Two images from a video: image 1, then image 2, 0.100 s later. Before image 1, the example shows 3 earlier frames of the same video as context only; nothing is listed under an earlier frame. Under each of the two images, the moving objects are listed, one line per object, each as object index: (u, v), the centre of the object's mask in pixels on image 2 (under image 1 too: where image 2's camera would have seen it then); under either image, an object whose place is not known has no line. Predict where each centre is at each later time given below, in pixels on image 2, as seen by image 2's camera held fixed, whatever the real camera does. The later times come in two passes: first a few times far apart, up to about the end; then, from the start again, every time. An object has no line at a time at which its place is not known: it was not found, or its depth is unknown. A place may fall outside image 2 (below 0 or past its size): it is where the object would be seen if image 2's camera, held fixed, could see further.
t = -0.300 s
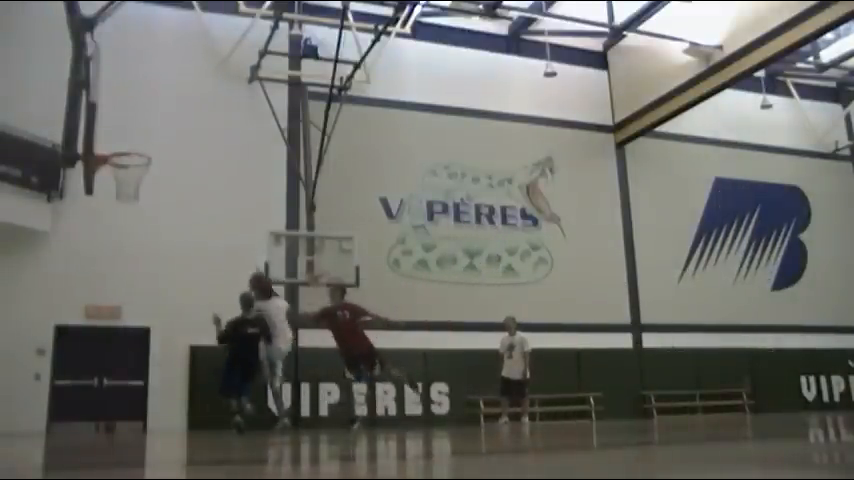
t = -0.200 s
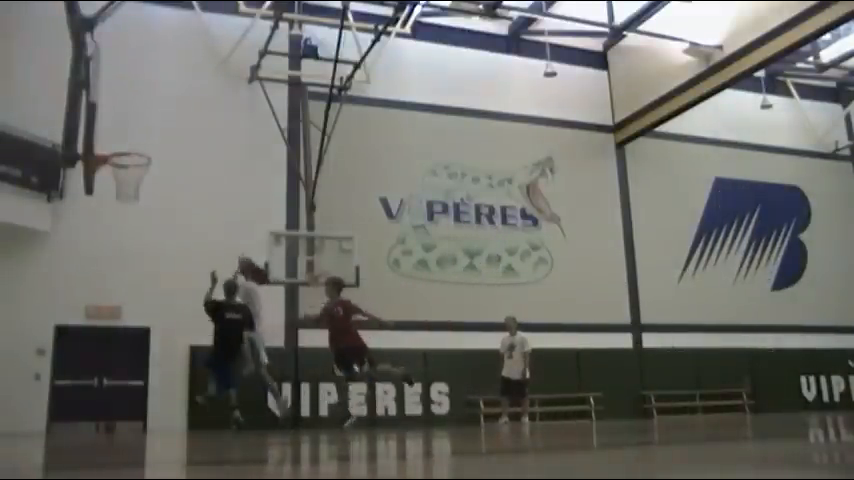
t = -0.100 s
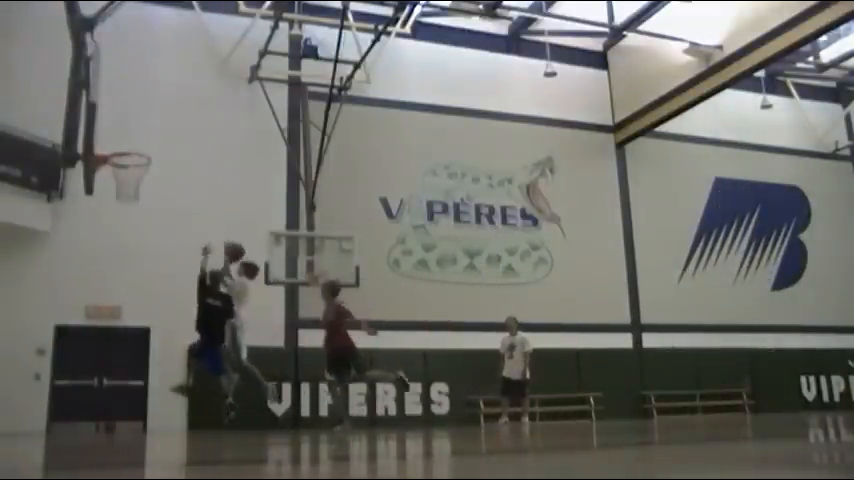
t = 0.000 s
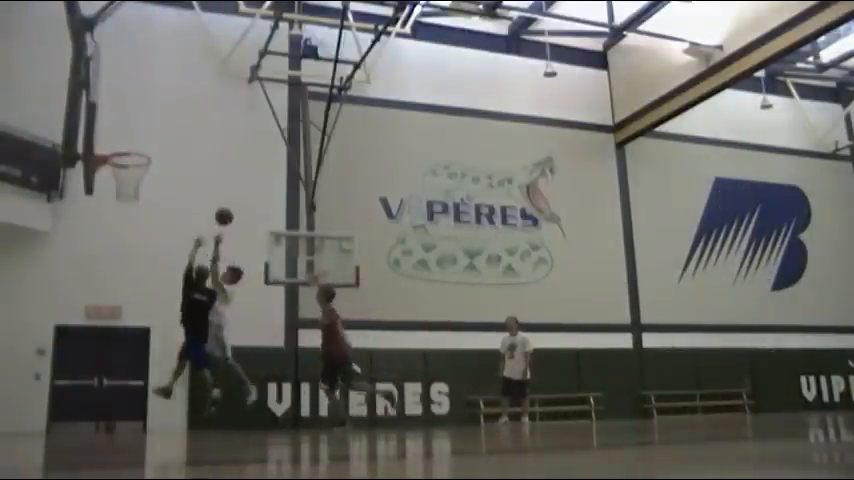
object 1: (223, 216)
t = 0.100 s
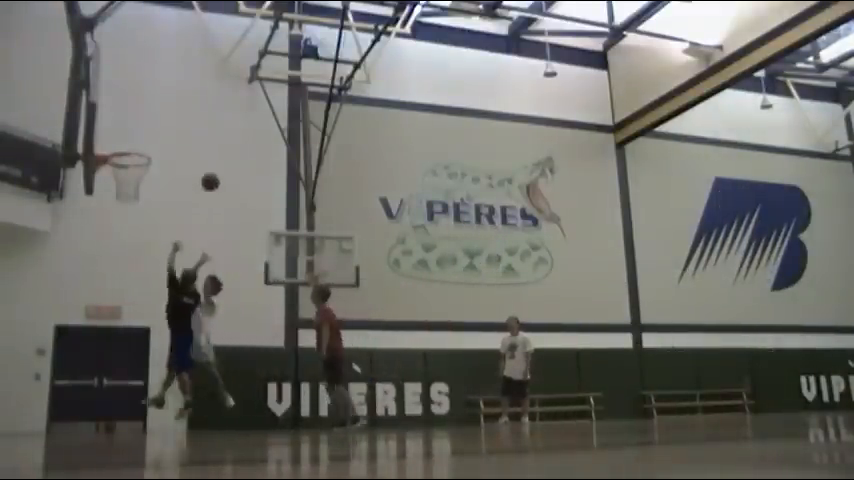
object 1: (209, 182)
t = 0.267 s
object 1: (186, 138)
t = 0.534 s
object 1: (143, 109)
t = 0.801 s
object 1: (113, 132)
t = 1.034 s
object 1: (143, 178)
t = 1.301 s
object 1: (140, 196)
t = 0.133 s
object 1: (205, 171)
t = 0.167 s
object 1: (200, 162)
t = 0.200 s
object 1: (195, 153)
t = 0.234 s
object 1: (190, 145)
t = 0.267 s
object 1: (186, 138)
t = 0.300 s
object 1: (180, 132)
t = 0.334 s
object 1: (175, 126)
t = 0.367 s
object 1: (170, 122)
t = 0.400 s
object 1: (165, 118)
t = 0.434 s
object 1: (160, 114)
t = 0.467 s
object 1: (154, 112)
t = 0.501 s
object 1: (149, 110)
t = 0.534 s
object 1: (143, 109)
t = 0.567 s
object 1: (137, 109)
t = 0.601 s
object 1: (131, 109)
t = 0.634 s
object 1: (125, 111)
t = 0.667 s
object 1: (119, 114)
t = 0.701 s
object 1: (113, 117)
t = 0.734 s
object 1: (106, 121)
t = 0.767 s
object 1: (108, 126)
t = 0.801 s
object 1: (113, 132)
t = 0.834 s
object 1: (118, 139)
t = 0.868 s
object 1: (123, 147)
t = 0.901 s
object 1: (127, 155)
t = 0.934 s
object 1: (132, 164)
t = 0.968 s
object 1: (137, 173)
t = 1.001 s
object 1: (140, 177)
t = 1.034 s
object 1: (143, 178)
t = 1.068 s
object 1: (144, 179)
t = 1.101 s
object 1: (145, 180)
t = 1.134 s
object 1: (145, 182)
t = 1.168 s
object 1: (145, 183)
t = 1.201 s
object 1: (144, 185)
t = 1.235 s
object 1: (143, 188)
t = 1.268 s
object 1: (141, 192)
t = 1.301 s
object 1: (140, 196)
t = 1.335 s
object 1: (138, 201)
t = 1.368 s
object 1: (136, 207)
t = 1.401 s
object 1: (134, 215)
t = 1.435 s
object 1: (131, 222)
